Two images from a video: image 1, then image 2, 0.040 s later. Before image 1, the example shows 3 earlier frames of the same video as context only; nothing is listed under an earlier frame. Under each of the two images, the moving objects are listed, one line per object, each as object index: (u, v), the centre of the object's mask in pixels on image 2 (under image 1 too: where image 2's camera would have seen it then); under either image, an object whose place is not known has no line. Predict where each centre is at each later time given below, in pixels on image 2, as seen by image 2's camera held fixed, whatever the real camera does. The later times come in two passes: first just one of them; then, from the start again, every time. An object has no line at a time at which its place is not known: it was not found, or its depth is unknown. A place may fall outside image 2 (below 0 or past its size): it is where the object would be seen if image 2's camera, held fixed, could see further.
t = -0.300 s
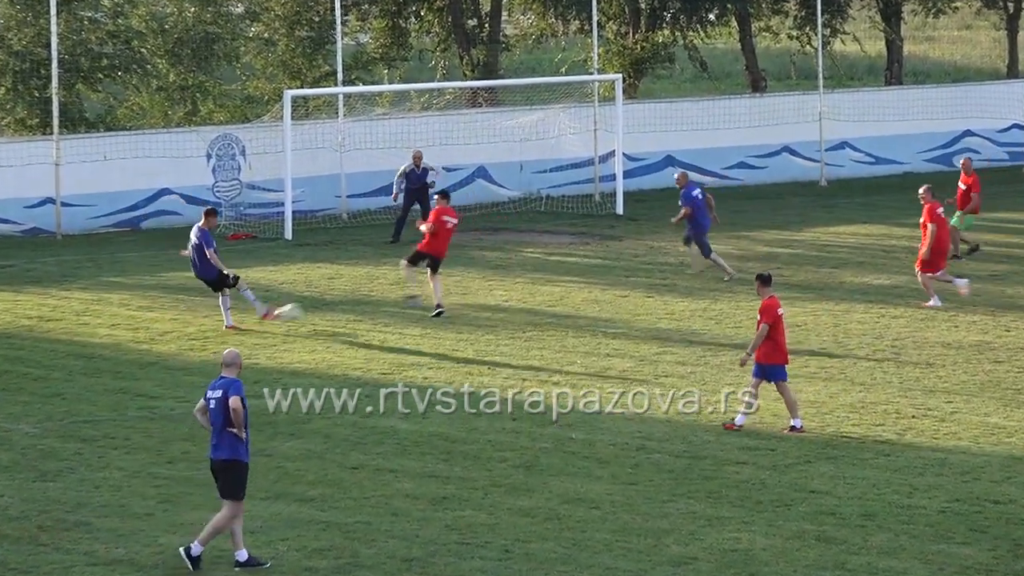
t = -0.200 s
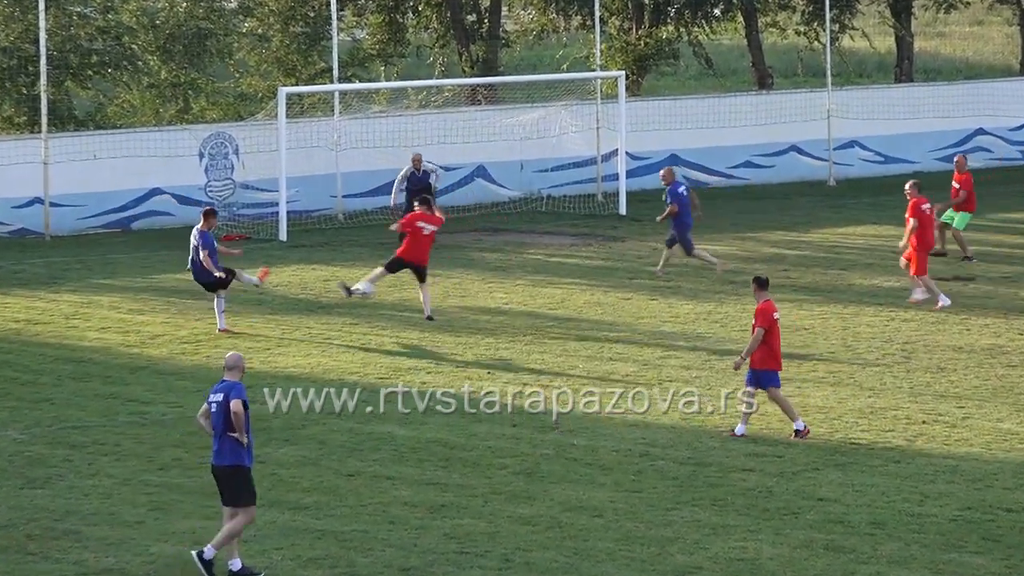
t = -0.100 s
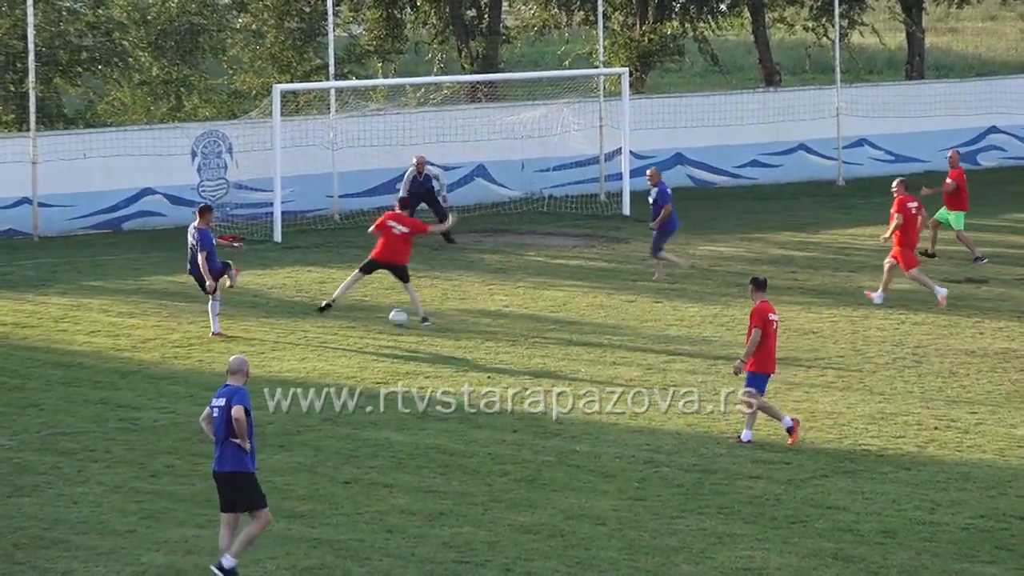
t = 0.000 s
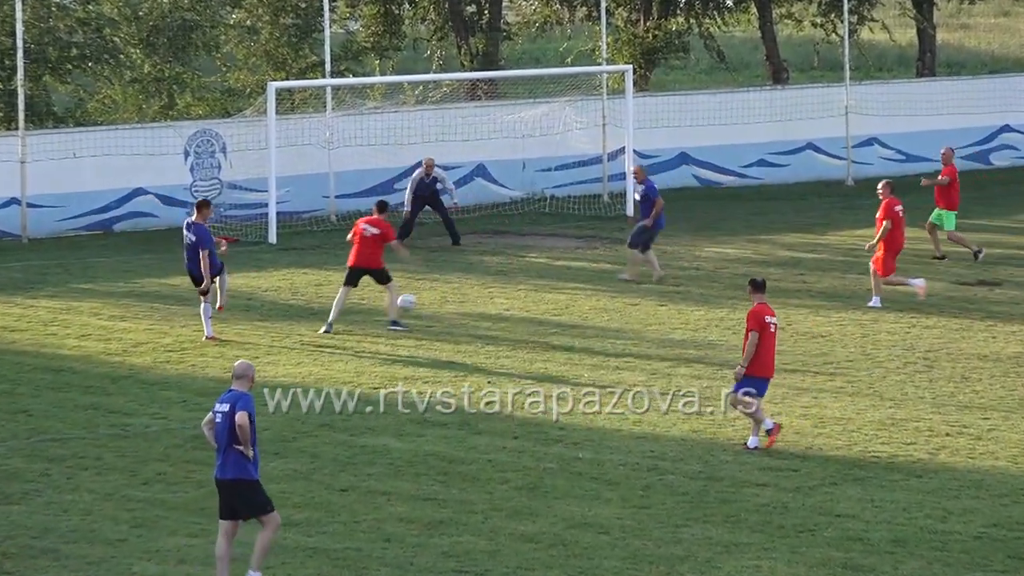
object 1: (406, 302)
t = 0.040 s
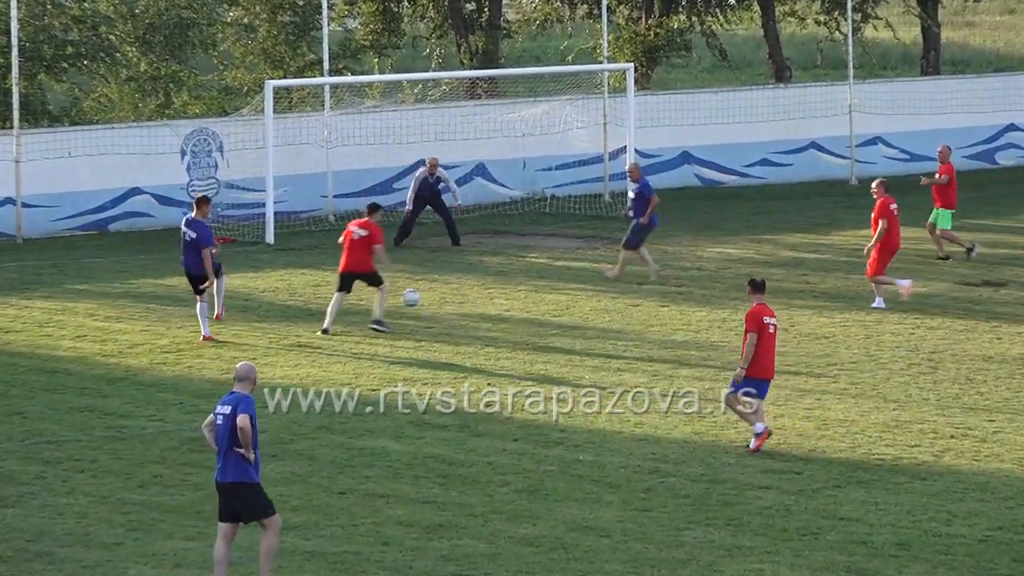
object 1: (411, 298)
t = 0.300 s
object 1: (437, 294)
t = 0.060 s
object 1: (413, 295)
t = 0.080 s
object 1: (414, 293)
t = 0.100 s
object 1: (416, 292)
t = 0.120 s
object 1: (418, 290)
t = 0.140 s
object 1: (421, 289)
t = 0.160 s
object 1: (423, 289)
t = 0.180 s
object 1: (425, 289)
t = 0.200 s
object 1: (427, 289)
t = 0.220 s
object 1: (429, 289)
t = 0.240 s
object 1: (431, 290)
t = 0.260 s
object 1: (433, 291)
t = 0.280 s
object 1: (436, 292)
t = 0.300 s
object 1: (437, 294)
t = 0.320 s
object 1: (440, 296)
